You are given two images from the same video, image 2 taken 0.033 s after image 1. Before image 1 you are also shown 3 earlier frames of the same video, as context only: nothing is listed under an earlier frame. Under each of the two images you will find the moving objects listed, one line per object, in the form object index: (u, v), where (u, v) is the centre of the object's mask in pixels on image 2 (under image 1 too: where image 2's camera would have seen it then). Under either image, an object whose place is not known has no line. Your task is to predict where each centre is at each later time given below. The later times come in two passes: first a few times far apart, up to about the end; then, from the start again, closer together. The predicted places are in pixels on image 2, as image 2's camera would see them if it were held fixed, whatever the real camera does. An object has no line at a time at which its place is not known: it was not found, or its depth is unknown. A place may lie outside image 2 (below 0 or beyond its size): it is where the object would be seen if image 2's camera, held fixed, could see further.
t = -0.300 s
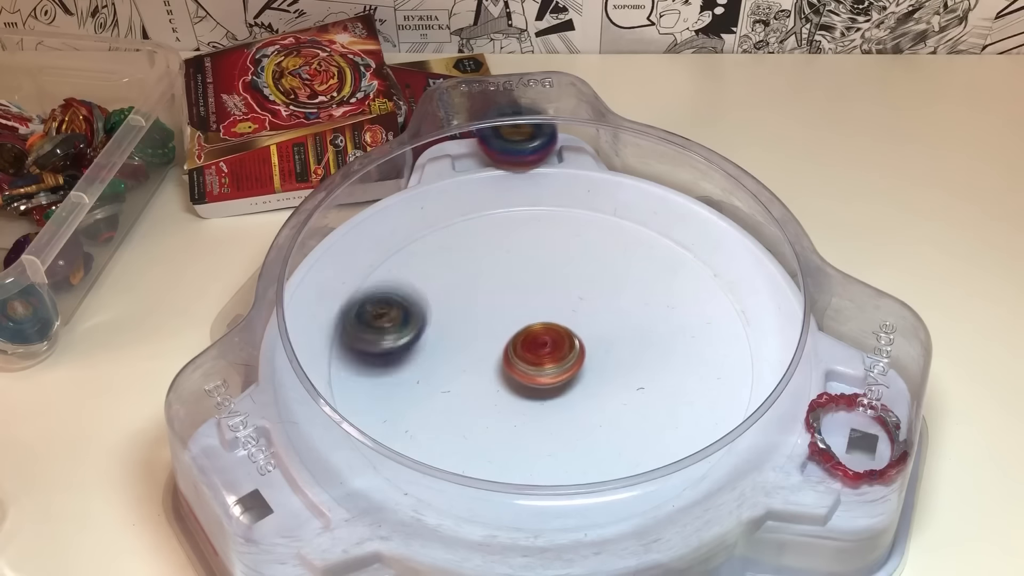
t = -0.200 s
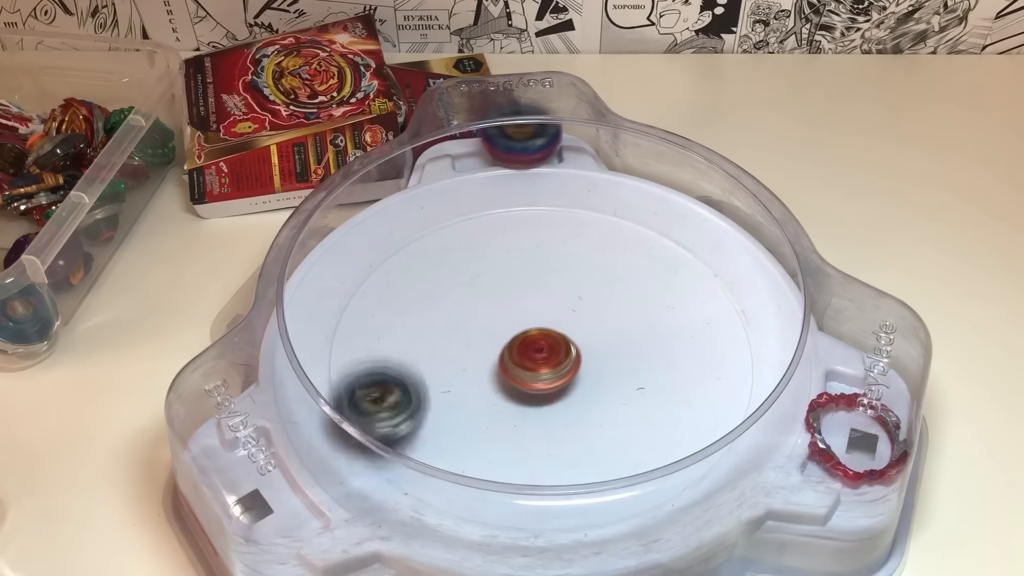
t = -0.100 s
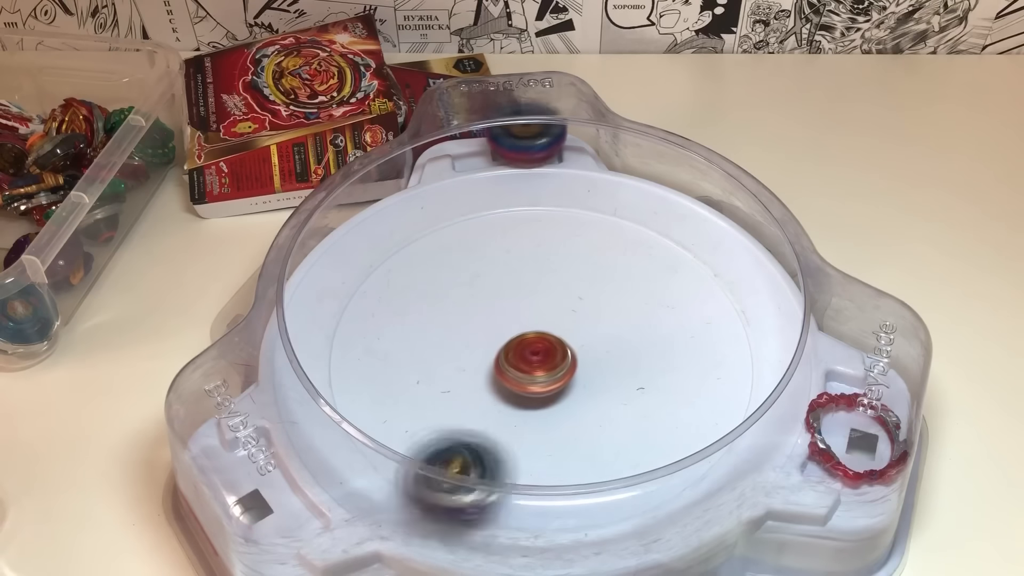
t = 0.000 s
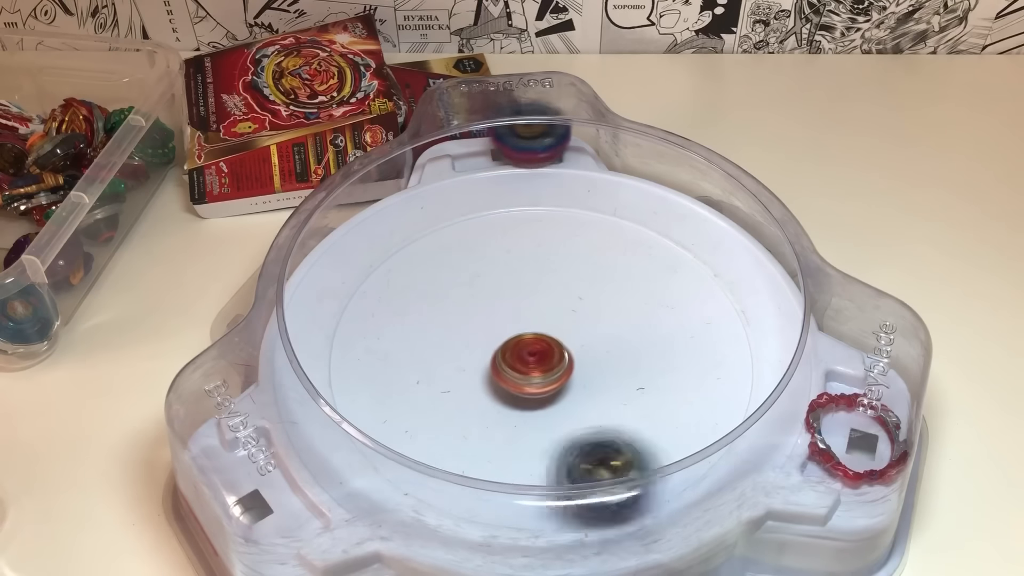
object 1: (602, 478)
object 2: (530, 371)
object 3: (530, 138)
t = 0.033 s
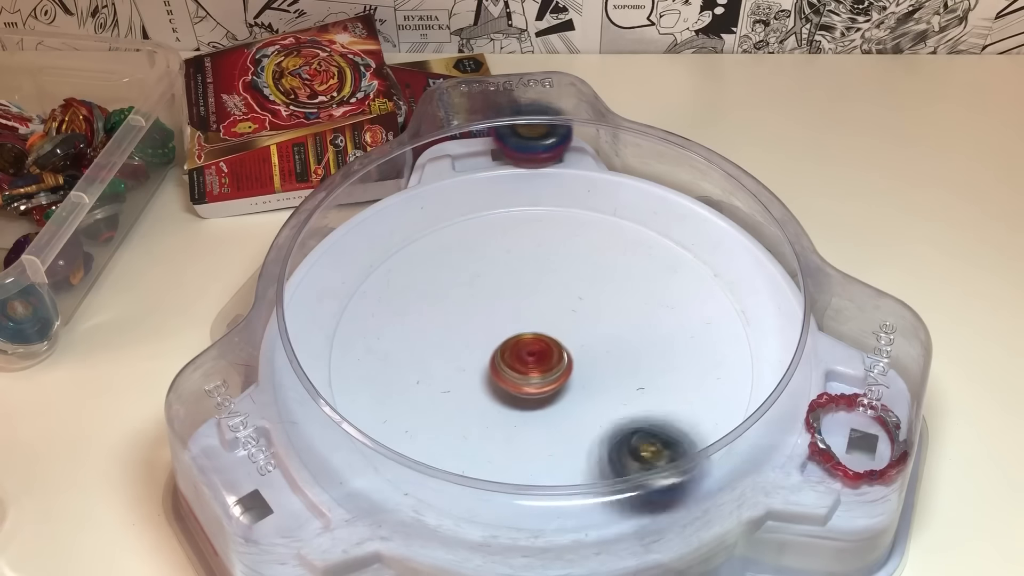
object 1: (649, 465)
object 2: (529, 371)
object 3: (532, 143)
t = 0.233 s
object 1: (722, 288)
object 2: (525, 366)
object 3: (545, 144)
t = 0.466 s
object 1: (500, 199)
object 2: (524, 356)
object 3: (525, 142)
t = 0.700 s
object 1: (348, 375)
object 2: (529, 343)
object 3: (510, 145)
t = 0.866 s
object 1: (557, 491)
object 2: (536, 337)
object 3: (500, 145)
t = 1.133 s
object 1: (704, 253)
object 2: (549, 336)
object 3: (484, 148)
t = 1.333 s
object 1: (458, 209)
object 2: (557, 342)
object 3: (473, 148)
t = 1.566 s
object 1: (386, 436)
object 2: (559, 353)
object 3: (477, 148)
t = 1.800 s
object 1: (730, 391)
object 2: (552, 362)
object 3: (491, 146)
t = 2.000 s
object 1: (612, 208)
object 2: (541, 367)
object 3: (503, 143)
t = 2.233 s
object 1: (351, 286)
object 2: (529, 364)
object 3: (513, 144)
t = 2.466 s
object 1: (520, 489)
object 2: (522, 354)
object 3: (525, 144)
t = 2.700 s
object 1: (740, 333)
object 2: (523, 344)
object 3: (538, 137)
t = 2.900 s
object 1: (608, 205)
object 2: (532, 338)
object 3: (546, 144)
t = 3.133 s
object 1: (401, 240)
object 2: (546, 338)
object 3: (546, 143)
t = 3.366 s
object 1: (405, 435)
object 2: (557, 344)
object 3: (543, 144)
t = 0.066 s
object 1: (688, 444)
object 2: (528, 370)
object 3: (534, 143)
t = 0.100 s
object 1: (716, 415)
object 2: (527, 370)
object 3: (537, 143)
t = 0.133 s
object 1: (734, 385)
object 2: (526, 369)
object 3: (539, 143)
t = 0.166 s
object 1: (738, 353)
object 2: (525, 368)
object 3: (541, 144)
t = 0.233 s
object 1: (722, 288)
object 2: (525, 366)
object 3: (545, 144)
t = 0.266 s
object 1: (704, 261)
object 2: (524, 365)
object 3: (548, 143)
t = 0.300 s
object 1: (677, 238)
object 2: (524, 364)
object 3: (542, 143)
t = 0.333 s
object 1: (650, 216)
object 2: (524, 362)
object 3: (537, 143)
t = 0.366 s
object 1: (617, 202)
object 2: (524, 361)
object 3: (533, 143)
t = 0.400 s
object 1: (580, 195)
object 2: (524, 359)
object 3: (531, 143)
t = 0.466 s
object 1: (500, 199)
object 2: (524, 356)
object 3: (525, 142)
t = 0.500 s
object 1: (462, 205)
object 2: (525, 354)
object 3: (523, 137)
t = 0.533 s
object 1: (424, 220)
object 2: (525, 352)
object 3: (520, 136)
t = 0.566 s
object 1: (391, 242)
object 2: (526, 350)
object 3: (518, 136)
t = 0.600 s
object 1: (366, 269)
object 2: (526, 348)
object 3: (516, 137)
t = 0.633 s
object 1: (348, 303)
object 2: (527, 346)
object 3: (514, 143)
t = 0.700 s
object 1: (348, 375)
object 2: (529, 343)
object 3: (510, 145)
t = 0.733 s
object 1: (366, 411)
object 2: (530, 341)
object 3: (508, 145)
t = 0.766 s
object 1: (400, 447)
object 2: (532, 339)
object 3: (506, 145)
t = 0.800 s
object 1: (442, 472)
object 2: (533, 339)
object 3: (504, 145)
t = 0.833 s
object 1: (498, 487)
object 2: (535, 338)
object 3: (502, 145)
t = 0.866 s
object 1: (557, 491)
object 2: (536, 337)
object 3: (500, 145)
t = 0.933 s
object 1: (663, 464)
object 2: (539, 336)
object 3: (496, 146)
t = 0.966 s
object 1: (701, 433)
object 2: (541, 335)
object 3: (494, 147)
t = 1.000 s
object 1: (727, 398)
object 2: (542, 335)
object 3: (492, 147)
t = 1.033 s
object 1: (743, 359)
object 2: (544, 335)
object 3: (489, 148)
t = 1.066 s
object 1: (743, 321)
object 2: (546, 335)
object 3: (487, 148)
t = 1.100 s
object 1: (728, 286)
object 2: (547, 336)
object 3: (485, 148)
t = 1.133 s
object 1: (704, 253)
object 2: (549, 336)
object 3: (484, 148)
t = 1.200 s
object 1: (632, 211)
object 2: (552, 338)
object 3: (481, 148)
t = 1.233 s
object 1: (591, 200)
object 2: (553, 338)
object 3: (479, 148)
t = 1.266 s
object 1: (548, 196)
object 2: (554, 339)
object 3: (477, 148)
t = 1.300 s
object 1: (500, 199)
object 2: (555, 341)
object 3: (475, 147)
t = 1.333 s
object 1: (458, 209)
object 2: (557, 342)
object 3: (473, 148)
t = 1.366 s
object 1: (418, 225)
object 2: (557, 344)
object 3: (471, 148)
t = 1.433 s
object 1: (358, 282)
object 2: (559, 346)
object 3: (468, 143)
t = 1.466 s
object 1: (343, 319)
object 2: (559, 348)
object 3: (467, 143)
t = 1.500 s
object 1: (343, 357)
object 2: (560, 350)
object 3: (473, 148)
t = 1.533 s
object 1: (354, 397)
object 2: (560, 351)
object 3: (475, 148)
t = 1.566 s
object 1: (386, 436)
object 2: (559, 353)
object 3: (477, 148)
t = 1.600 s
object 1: (427, 465)
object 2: (559, 354)
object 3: (479, 148)
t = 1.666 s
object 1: (549, 492)
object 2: (557, 357)
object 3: (483, 149)
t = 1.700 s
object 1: (607, 484)
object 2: (556, 358)
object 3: (484, 149)
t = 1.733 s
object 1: (662, 464)
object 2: (555, 359)
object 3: (486, 148)
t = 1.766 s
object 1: (705, 433)
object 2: (554, 361)
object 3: (488, 147)
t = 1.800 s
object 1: (730, 391)
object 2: (552, 362)
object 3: (491, 146)
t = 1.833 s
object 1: (739, 352)
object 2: (550, 363)
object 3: (493, 145)
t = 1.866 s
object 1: (736, 314)
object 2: (549, 364)
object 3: (495, 144)
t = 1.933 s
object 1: (692, 248)
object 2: (545, 365)
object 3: (498, 144)
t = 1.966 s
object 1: (652, 222)
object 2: (543, 366)
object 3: (500, 138)
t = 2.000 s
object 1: (612, 208)
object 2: (541, 367)
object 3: (503, 143)
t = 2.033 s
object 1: (569, 197)
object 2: (539, 367)
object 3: (504, 144)
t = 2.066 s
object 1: (528, 195)
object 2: (537, 367)
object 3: (505, 143)
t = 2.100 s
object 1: (483, 202)
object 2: (535, 367)
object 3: (507, 144)
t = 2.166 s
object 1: (406, 232)
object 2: (532, 366)
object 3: (509, 145)
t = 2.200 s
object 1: (374, 258)
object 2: (530, 365)
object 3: (511, 144)
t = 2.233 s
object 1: (351, 286)
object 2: (529, 364)
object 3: (513, 144)
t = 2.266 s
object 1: (341, 321)
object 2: (527, 363)
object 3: (514, 144)
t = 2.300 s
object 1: (345, 358)
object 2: (526, 362)
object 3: (515, 144)
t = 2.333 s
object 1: (355, 396)
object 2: (524, 361)
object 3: (517, 144)
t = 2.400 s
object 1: (416, 459)
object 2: (523, 358)
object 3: (520, 144)
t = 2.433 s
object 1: (464, 479)
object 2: (522, 356)
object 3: (523, 144)
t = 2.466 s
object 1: (520, 489)
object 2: (522, 354)
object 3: (525, 144)
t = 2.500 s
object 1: (574, 489)
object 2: (521, 353)
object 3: (526, 143)
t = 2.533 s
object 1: (624, 478)
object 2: (521, 351)
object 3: (529, 143)
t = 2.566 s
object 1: (671, 459)
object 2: (521, 350)
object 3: (531, 137)
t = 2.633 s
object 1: (727, 399)
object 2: (522, 347)
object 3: (534, 137)
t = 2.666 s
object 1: (738, 366)
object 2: (522, 345)
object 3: (537, 142)
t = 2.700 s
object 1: (740, 333)
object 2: (523, 344)
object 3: (538, 137)
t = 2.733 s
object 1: (734, 301)
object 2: (524, 342)
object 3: (540, 142)
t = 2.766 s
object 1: (720, 273)
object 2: (525, 341)
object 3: (543, 137)
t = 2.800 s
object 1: (696, 249)
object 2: (527, 340)
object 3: (545, 137)
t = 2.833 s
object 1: (669, 228)
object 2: (528, 339)
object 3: (546, 143)
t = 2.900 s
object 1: (608, 205)
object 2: (532, 338)
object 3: (546, 144)
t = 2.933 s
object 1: (576, 196)
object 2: (534, 337)
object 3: (545, 144)
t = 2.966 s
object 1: (544, 195)
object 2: (536, 337)
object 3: (546, 144)
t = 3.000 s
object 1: (511, 199)
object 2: (537, 337)
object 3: (546, 144)
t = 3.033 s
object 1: (478, 203)
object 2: (539, 337)
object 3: (546, 144)
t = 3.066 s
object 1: (451, 211)
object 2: (542, 337)
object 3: (546, 144)
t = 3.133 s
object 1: (401, 240)
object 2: (546, 338)
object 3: (546, 143)
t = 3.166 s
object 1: (382, 261)
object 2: (548, 339)
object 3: (547, 137)
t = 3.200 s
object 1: (368, 285)
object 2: (549, 339)
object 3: (547, 135)
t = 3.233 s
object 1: (358, 314)
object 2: (551, 340)
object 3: (547, 135)
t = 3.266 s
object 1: (355, 345)
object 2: (552, 341)
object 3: (547, 134)
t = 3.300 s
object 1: (363, 375)
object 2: (554, 342)
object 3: (545, 134)
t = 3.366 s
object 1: (405, 435)
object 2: (557, 344)
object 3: (543, 144)
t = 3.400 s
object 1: (438, 459)
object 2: (558, 346)
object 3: (541, 145)
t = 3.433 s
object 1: (478, 477)
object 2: (559, 347)
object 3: (542, 142)
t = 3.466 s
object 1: (524, 485)
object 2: (560, 348)
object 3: (544, 135)
